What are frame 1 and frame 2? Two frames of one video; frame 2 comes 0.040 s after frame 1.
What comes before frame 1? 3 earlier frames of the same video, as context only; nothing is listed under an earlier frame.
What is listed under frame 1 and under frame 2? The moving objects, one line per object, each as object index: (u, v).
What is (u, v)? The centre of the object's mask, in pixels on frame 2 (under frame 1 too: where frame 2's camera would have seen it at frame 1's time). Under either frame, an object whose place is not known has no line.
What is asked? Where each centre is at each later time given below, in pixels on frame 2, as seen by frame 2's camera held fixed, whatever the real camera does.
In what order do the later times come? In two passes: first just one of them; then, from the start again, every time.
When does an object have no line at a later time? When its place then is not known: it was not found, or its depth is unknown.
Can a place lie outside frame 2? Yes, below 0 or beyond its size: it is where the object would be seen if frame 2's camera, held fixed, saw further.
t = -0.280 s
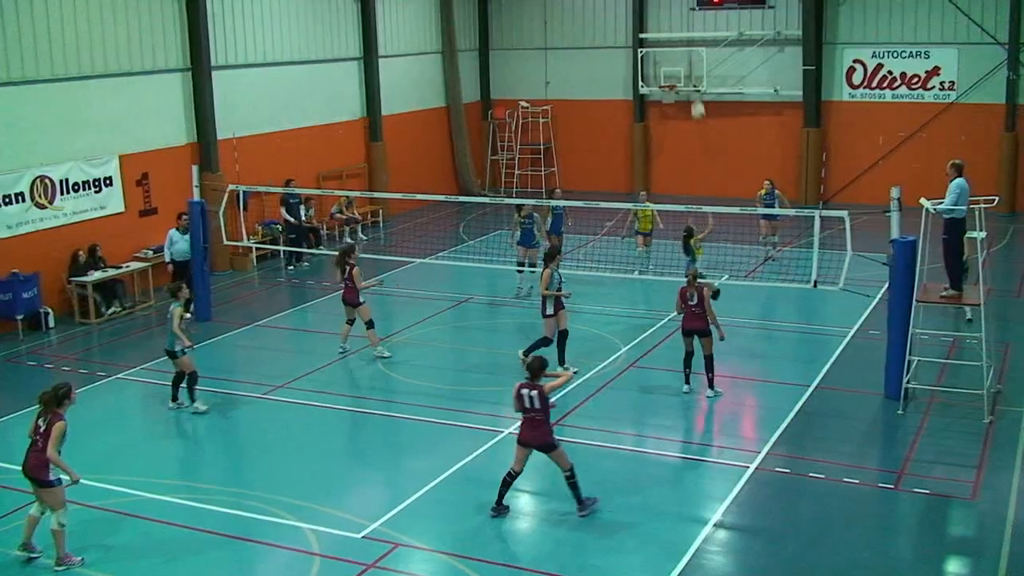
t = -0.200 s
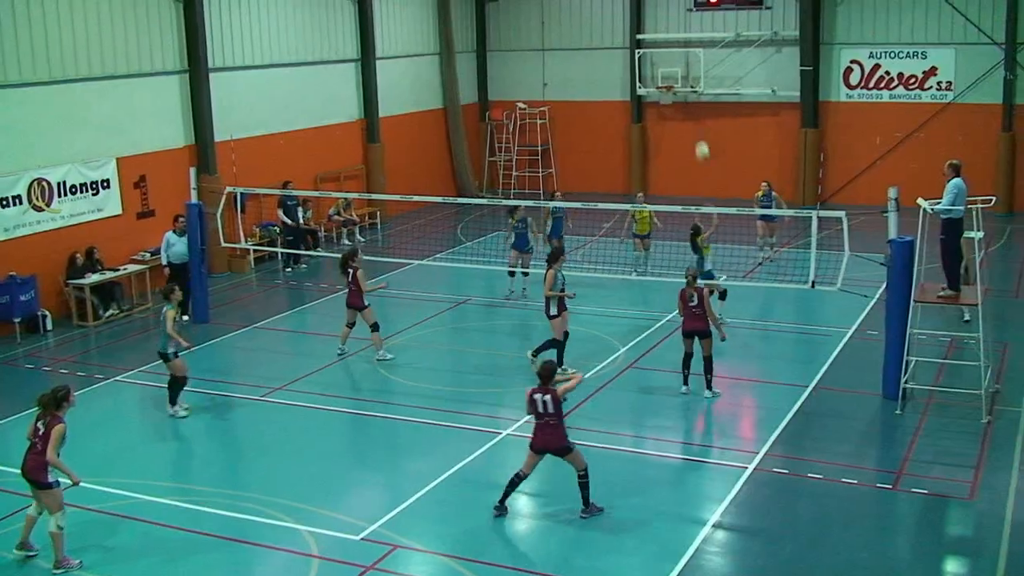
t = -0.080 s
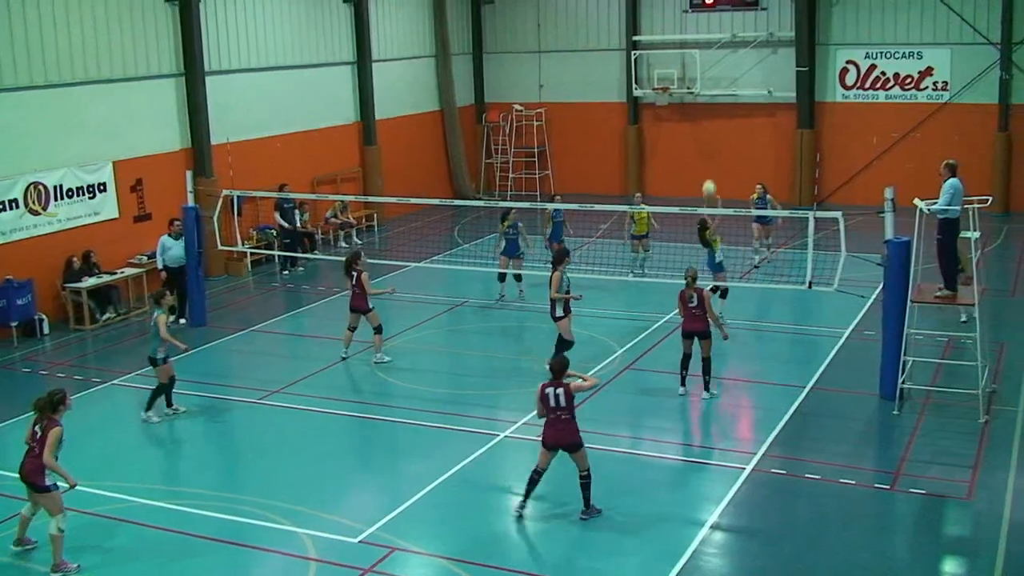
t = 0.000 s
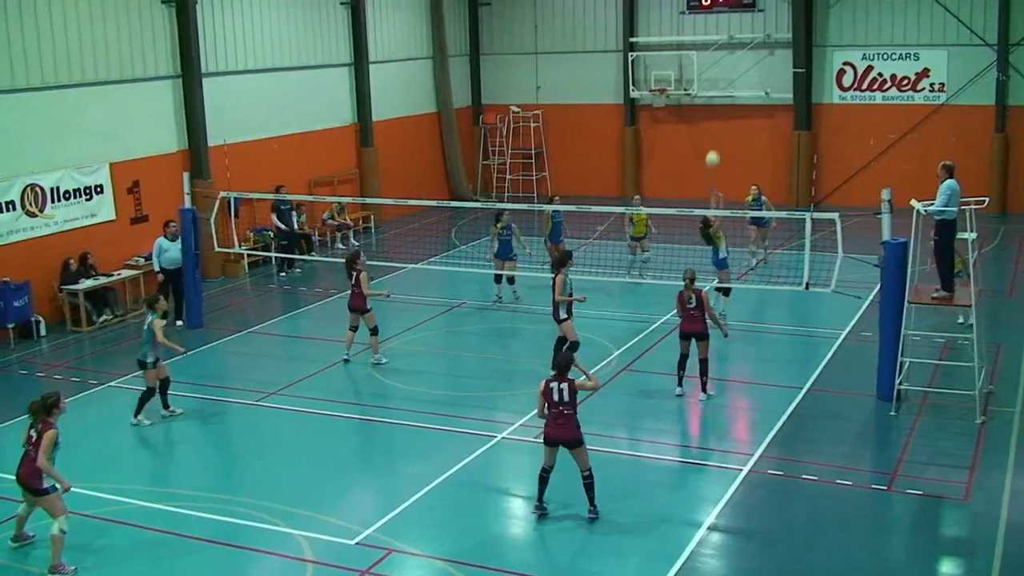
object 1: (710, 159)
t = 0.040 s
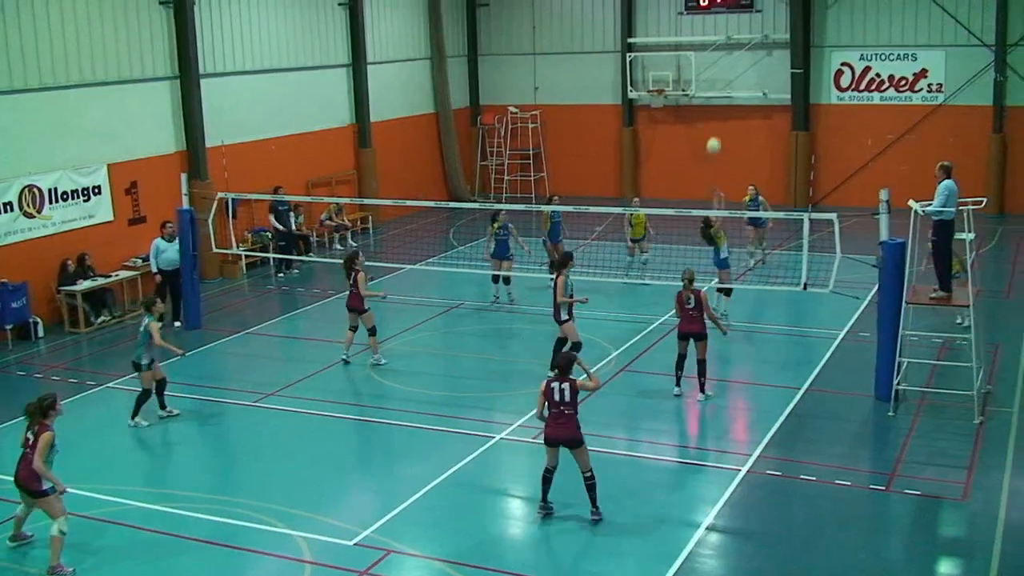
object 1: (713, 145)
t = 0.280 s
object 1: (732, 81)
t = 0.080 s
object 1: (716, 132)
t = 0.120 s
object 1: (720, 119)
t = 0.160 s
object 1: (723, 109)
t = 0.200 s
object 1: (726, 96)
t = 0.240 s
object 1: (730, 89)
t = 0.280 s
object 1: (732, 81)
